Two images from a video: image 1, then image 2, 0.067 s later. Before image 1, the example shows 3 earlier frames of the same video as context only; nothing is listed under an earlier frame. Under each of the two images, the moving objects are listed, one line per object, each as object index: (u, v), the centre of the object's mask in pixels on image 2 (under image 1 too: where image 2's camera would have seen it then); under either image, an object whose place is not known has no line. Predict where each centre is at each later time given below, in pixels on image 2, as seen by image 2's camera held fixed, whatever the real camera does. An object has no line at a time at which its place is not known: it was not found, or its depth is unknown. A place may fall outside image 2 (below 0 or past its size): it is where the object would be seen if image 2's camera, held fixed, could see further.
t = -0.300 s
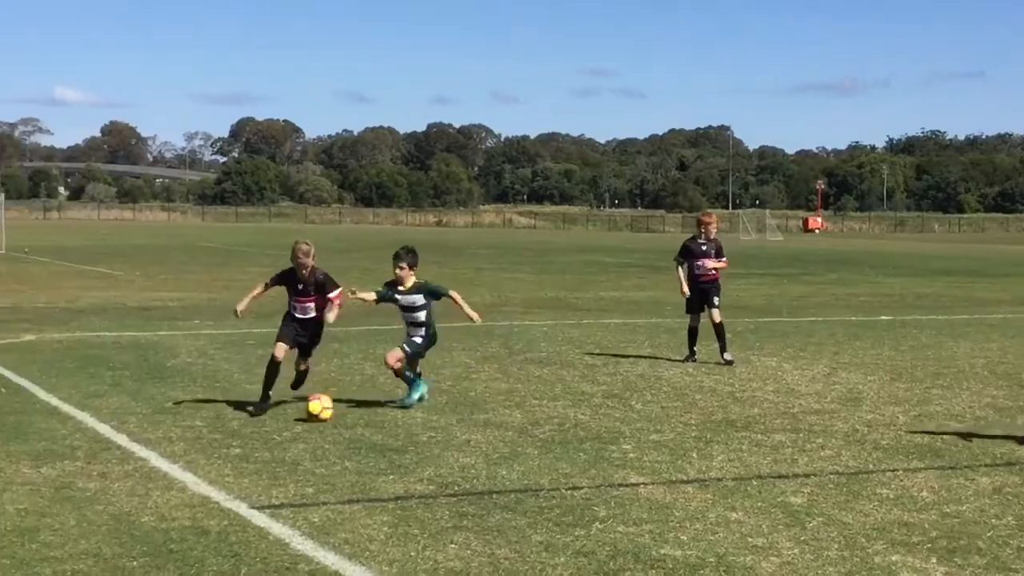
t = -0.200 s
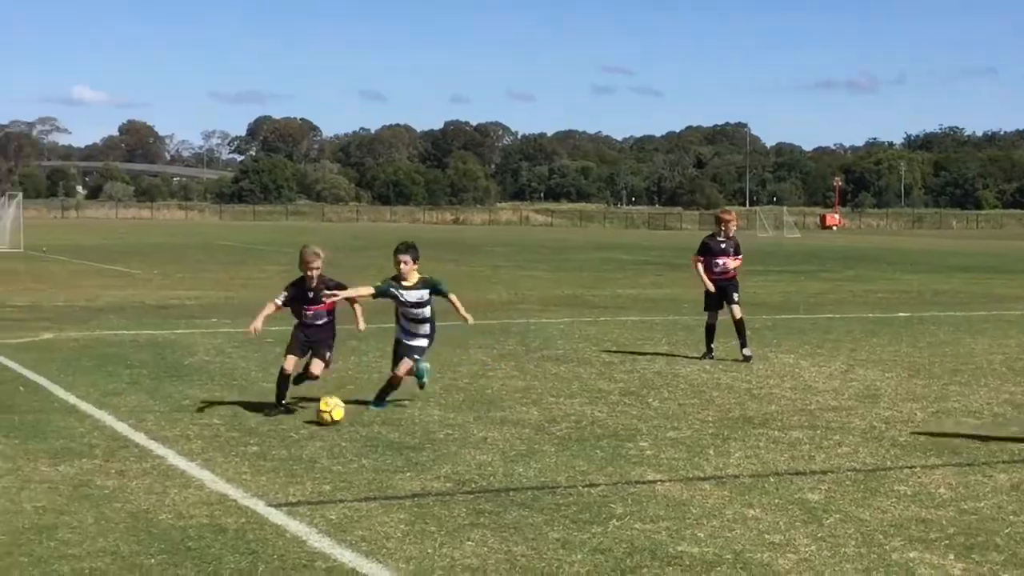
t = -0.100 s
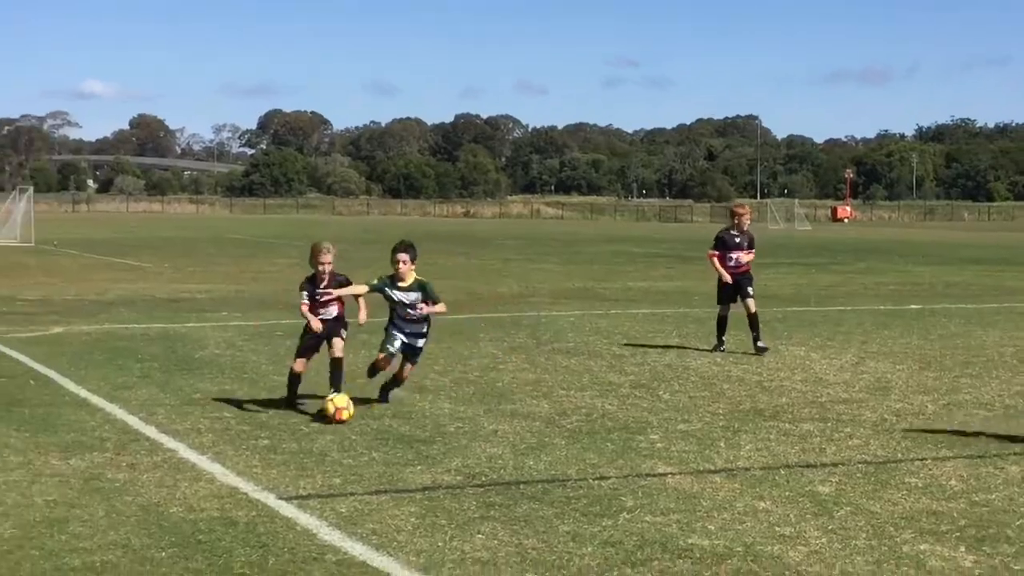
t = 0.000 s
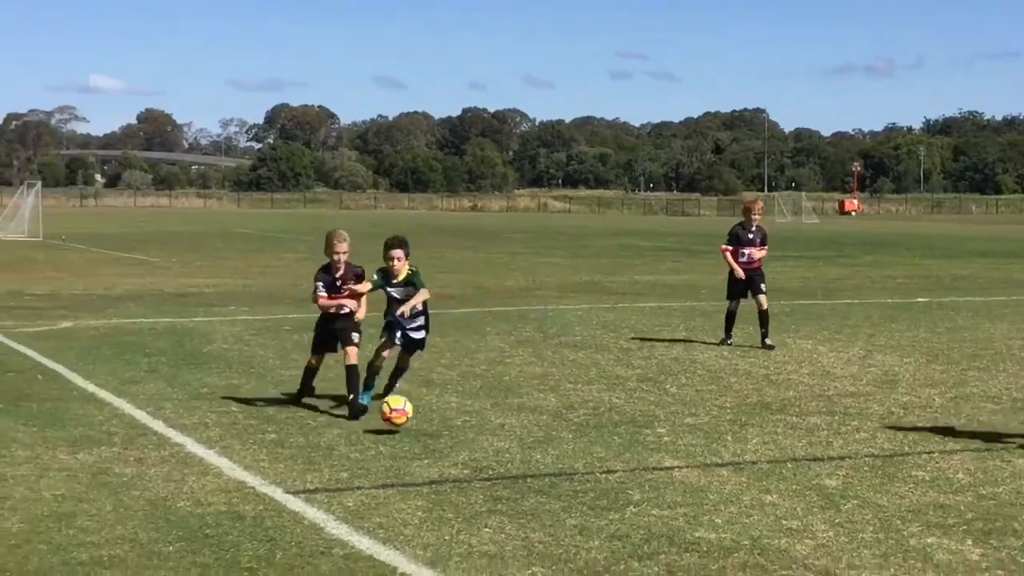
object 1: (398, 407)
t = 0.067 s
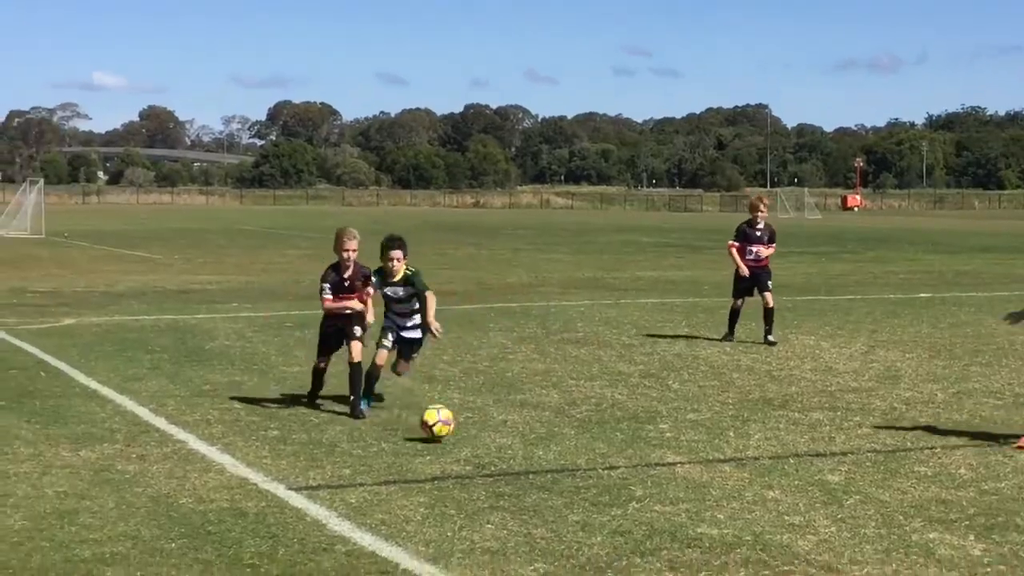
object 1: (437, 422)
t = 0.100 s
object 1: (457, 432)
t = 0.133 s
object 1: (478, 438)
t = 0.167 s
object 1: (497, 440)
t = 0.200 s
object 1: (517, 443)
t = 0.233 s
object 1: (540, 448)
